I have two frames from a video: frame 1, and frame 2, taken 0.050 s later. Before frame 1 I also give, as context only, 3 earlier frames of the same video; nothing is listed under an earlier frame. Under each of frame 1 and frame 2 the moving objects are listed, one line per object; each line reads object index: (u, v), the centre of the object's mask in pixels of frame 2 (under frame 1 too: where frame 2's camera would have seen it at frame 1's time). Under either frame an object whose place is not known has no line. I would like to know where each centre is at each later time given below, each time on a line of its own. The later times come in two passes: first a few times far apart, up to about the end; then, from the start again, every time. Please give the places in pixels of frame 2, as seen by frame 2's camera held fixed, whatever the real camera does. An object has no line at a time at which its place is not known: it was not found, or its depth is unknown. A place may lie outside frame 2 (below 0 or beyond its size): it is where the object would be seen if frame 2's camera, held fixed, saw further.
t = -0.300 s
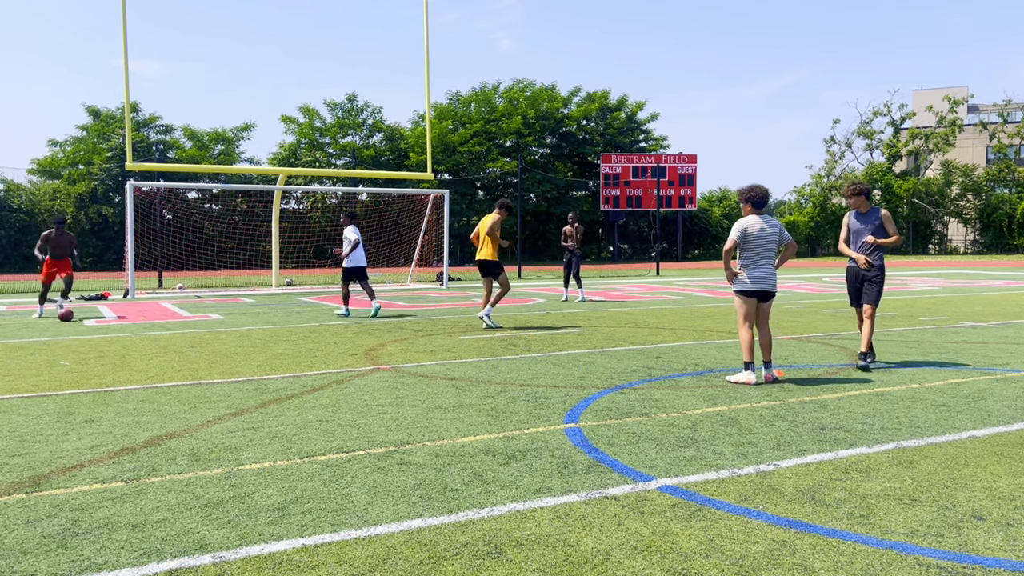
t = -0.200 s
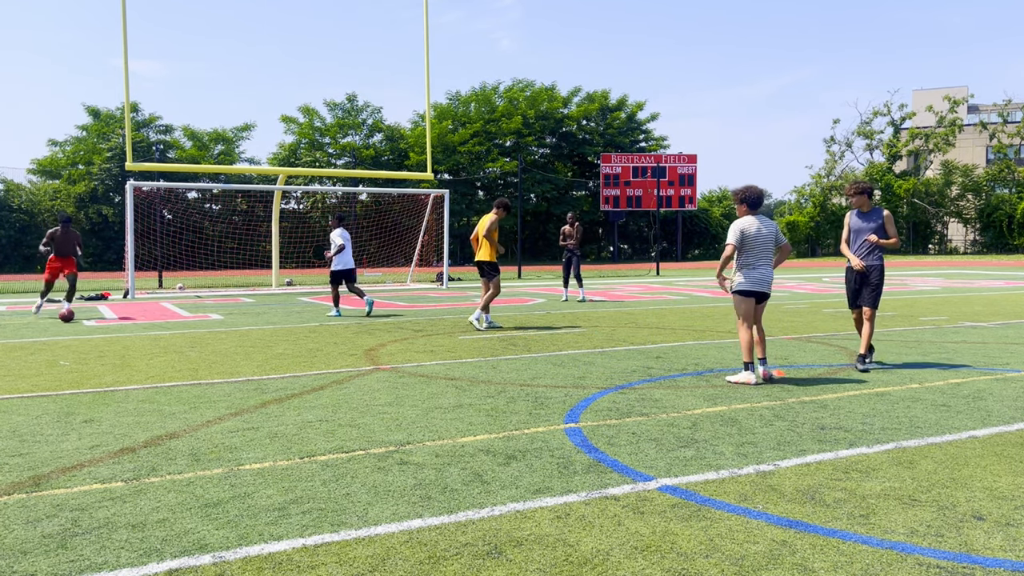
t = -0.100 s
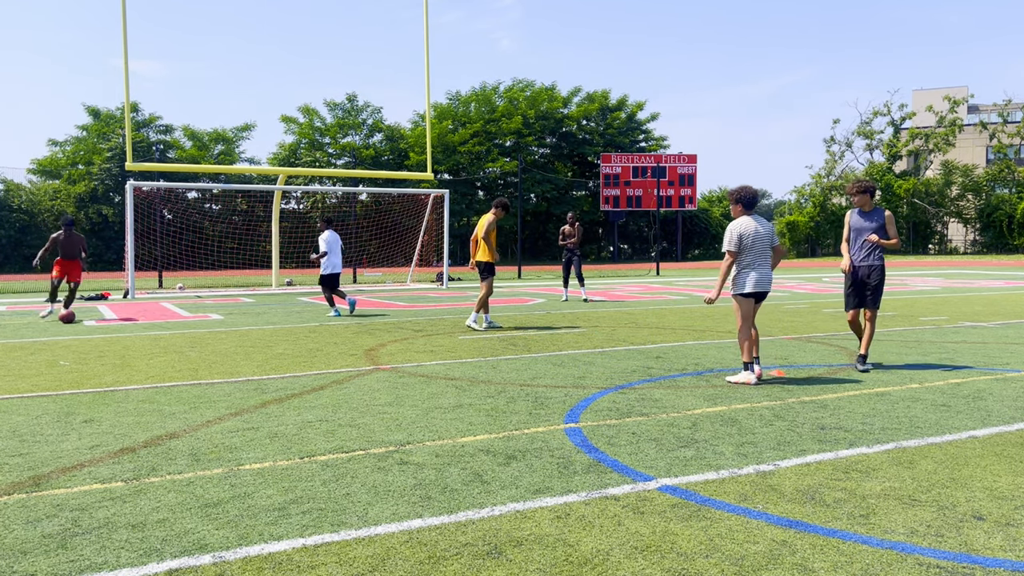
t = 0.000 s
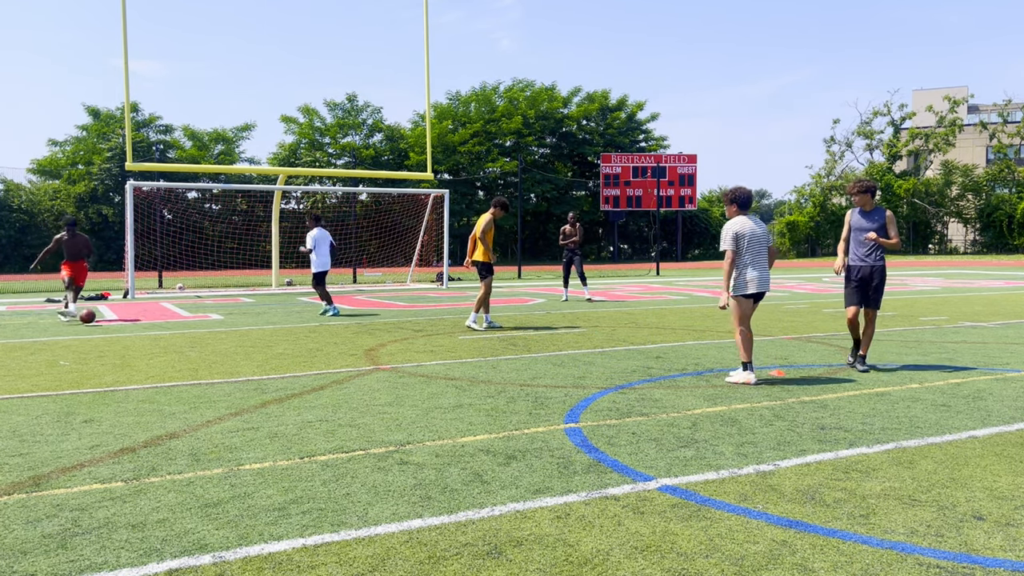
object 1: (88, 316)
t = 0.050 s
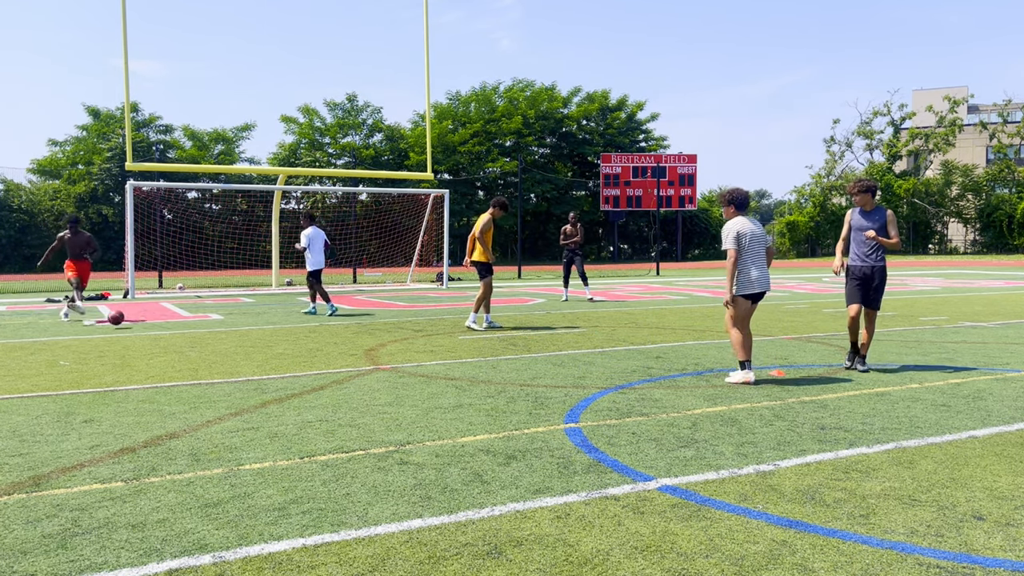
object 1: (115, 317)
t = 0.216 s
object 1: (220, 327)
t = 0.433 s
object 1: (371, 337)
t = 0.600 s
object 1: (493, 343)
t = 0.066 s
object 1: (126, 318)
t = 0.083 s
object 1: (136, 319)
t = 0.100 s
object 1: (146, 320)
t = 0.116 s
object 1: (157, 322)
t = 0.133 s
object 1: (167, 324)
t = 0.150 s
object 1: (178, 326)
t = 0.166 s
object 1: (188, 327)
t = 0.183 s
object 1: (199, 327)
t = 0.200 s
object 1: (210, 327)
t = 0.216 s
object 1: (220, 327)
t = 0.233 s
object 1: (231, 327)
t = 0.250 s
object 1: (242, 328)
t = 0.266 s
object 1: (253, 329)
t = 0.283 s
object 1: (265, 330)
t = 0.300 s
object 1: (277, 332)
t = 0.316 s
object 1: (289, 333)
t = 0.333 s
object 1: (301, 335)
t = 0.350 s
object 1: (312, 336)
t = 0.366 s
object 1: (324, 336)
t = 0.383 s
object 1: (336, 336)
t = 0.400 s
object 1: (348, 336)
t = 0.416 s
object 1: (359, 337)
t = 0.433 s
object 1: (371, 337)
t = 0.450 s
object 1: (383, 338)
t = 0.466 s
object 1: (396, 340)
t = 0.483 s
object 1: (409, 342)
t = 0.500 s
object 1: (422, 344)
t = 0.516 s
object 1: (434, 344)
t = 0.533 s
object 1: (445, 344)
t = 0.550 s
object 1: (457, 343)
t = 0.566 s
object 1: (469, 343)
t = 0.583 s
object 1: (481, 343)
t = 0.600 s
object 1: (493, 343)
